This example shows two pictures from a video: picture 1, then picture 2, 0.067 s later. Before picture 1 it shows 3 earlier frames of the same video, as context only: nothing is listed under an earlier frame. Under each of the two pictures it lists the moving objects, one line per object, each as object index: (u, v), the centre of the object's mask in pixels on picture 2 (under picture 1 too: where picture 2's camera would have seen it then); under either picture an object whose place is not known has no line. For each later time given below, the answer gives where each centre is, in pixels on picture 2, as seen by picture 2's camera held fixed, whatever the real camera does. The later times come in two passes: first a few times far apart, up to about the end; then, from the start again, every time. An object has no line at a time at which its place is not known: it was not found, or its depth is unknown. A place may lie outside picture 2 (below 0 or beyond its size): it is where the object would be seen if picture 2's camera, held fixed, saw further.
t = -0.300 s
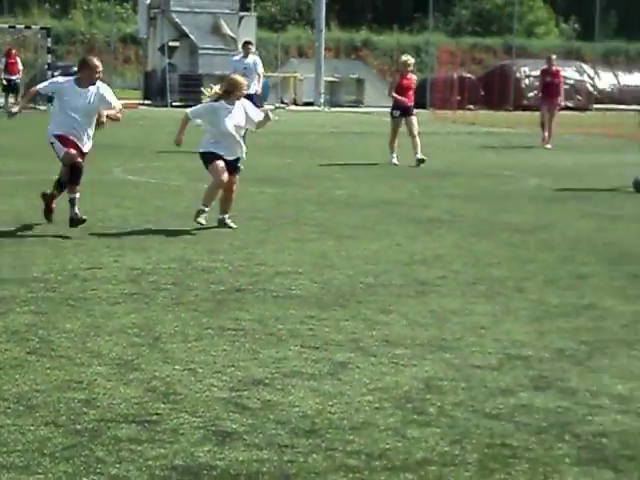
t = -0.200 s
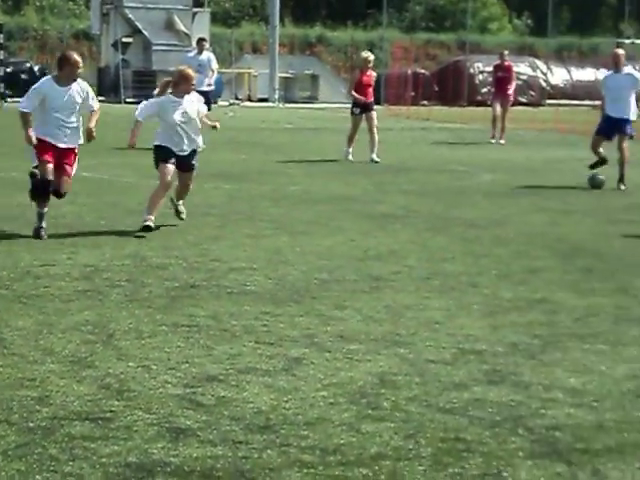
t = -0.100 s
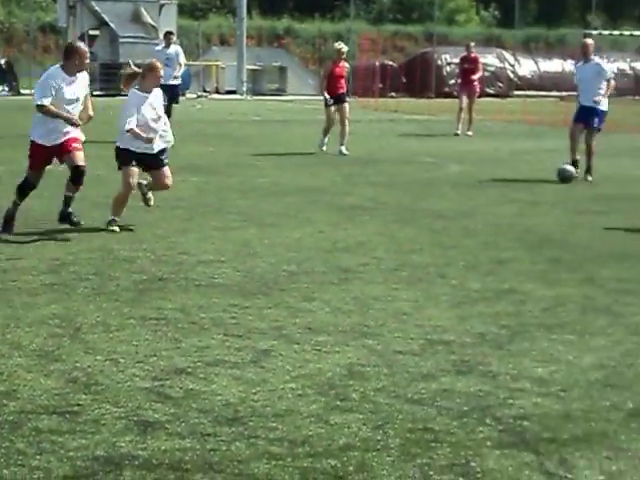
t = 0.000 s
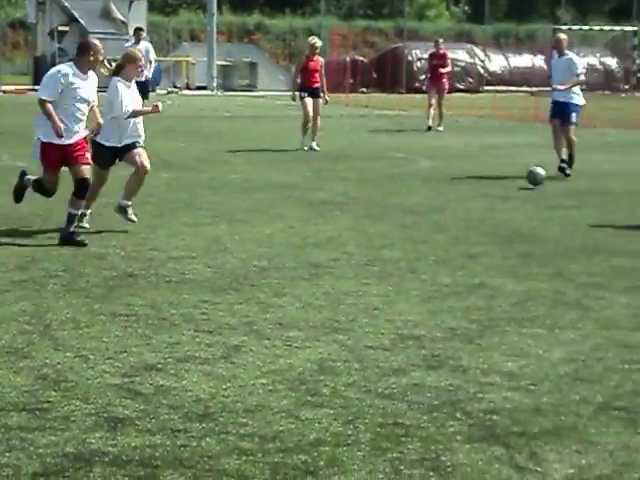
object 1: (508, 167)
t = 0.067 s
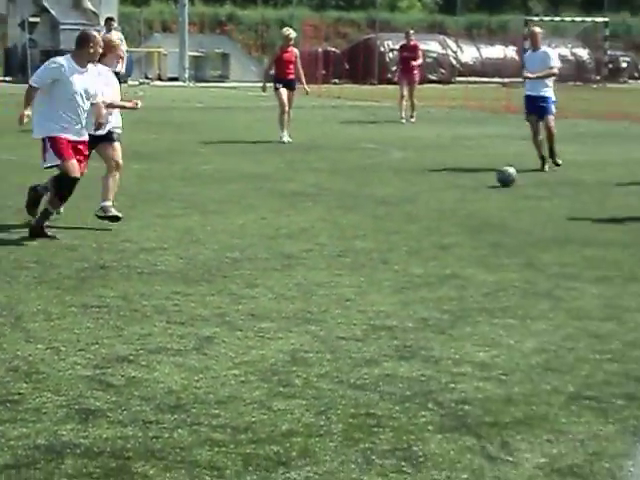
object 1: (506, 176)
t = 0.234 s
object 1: (504, 191)
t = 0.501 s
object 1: (505, 225)
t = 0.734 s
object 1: (509, 248)
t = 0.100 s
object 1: (506, 176)
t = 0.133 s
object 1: (506, 177)
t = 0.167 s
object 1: (505, 180)
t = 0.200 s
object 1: (505, 184)
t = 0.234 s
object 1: (504, 191)
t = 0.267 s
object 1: (503, 198)
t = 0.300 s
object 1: (503, 202)
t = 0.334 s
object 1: (503, 202)
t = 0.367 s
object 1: (504, 203)
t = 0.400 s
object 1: (504, 206)
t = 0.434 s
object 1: (504, 211)
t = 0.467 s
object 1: (505, 217)
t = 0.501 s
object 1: (505, 225)
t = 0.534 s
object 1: (505, 231)
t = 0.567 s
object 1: (506, 228)
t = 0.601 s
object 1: (507, 229)
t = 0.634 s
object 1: (508, 231)
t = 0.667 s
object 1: (508, 234)
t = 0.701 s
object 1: (509, 241)
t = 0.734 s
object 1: (509, 248)
